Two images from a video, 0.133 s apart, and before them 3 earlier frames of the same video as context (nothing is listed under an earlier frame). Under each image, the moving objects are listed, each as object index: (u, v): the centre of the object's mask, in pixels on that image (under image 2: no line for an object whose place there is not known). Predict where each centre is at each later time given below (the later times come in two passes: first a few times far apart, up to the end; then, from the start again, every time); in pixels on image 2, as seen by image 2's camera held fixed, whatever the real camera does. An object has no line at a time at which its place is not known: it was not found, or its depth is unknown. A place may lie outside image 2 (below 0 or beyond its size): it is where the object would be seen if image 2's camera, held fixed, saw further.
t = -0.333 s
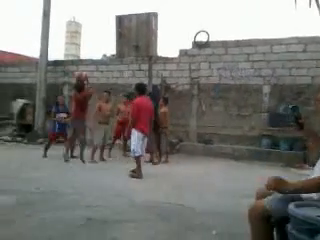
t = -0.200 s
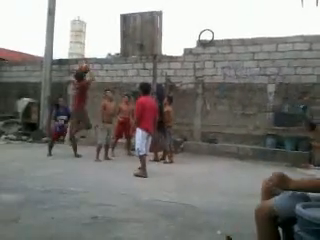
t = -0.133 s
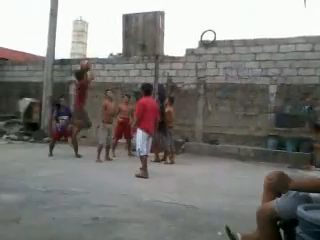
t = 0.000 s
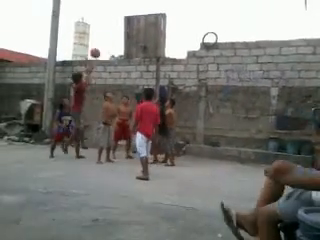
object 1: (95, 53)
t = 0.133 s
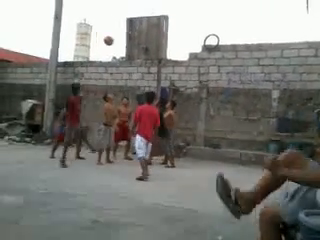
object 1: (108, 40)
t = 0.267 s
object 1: (118, 35)
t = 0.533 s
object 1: (134, 38)
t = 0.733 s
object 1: (142, 41)
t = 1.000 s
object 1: (142, 40)
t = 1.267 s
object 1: (136, 42)
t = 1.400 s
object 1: (140, 48)
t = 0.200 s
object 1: (113, 36)
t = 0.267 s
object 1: (118, 35)
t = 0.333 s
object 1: (125, 35)
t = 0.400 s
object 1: (127, 36)
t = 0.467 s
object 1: (132, 38)
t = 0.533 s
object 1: (134, 38)
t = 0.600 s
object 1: (135, 40)
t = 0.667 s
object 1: (139, 41)
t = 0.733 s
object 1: (142, 41)
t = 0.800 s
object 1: (143, 41)
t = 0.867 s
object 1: (143, 41)
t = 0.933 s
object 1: (142, 40)
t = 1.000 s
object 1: (142, 40)
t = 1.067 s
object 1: (141, 41)
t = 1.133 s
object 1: (137, 40)
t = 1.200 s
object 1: (136, 41)
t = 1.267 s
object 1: (136, 42)
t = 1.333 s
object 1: (137, 46)
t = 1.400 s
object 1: (140, 48)
